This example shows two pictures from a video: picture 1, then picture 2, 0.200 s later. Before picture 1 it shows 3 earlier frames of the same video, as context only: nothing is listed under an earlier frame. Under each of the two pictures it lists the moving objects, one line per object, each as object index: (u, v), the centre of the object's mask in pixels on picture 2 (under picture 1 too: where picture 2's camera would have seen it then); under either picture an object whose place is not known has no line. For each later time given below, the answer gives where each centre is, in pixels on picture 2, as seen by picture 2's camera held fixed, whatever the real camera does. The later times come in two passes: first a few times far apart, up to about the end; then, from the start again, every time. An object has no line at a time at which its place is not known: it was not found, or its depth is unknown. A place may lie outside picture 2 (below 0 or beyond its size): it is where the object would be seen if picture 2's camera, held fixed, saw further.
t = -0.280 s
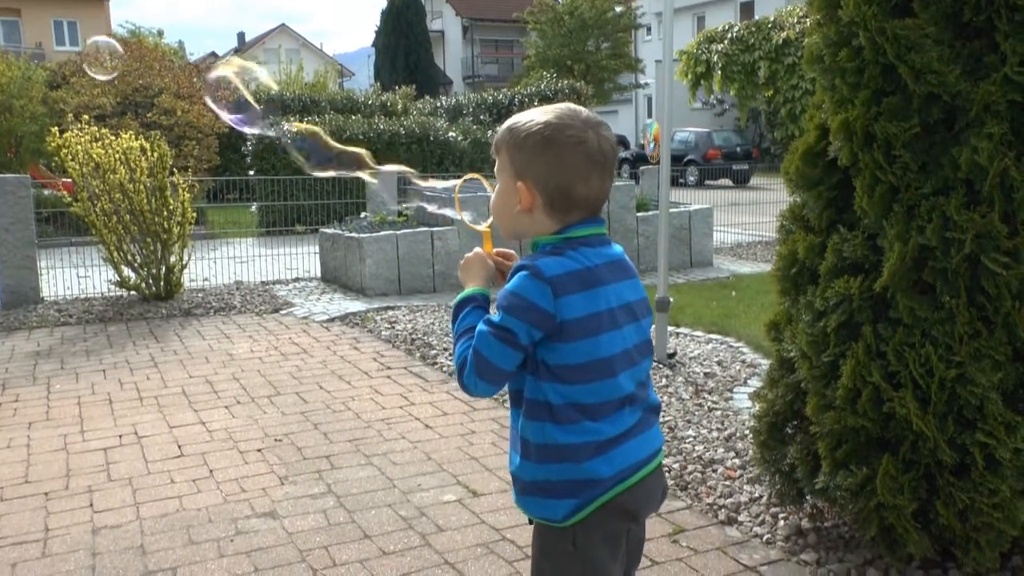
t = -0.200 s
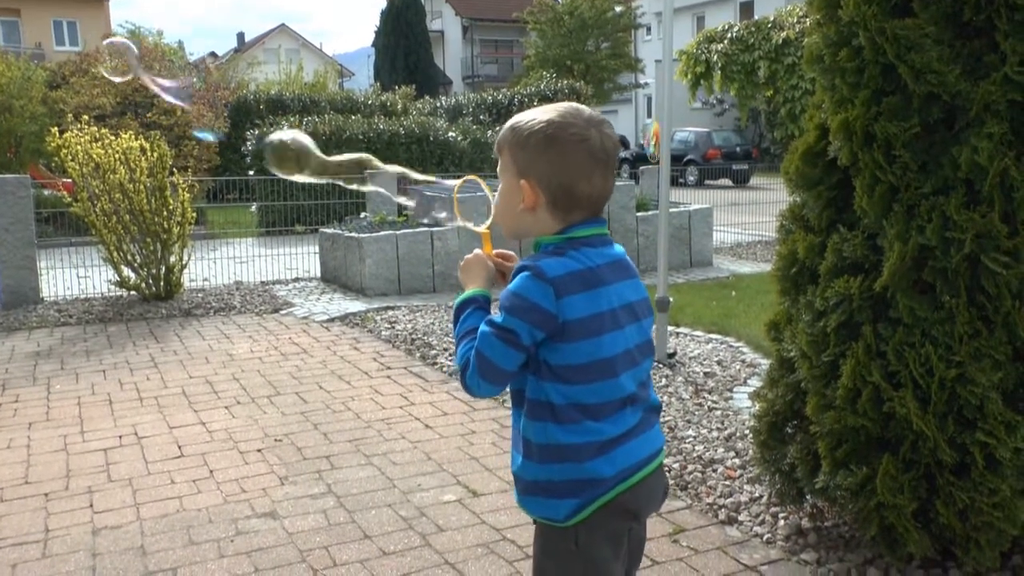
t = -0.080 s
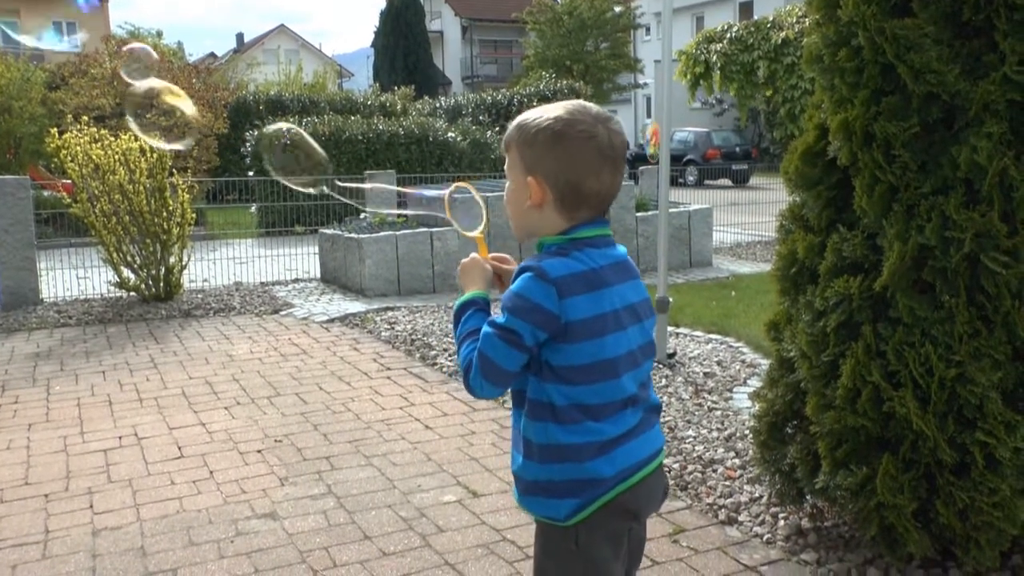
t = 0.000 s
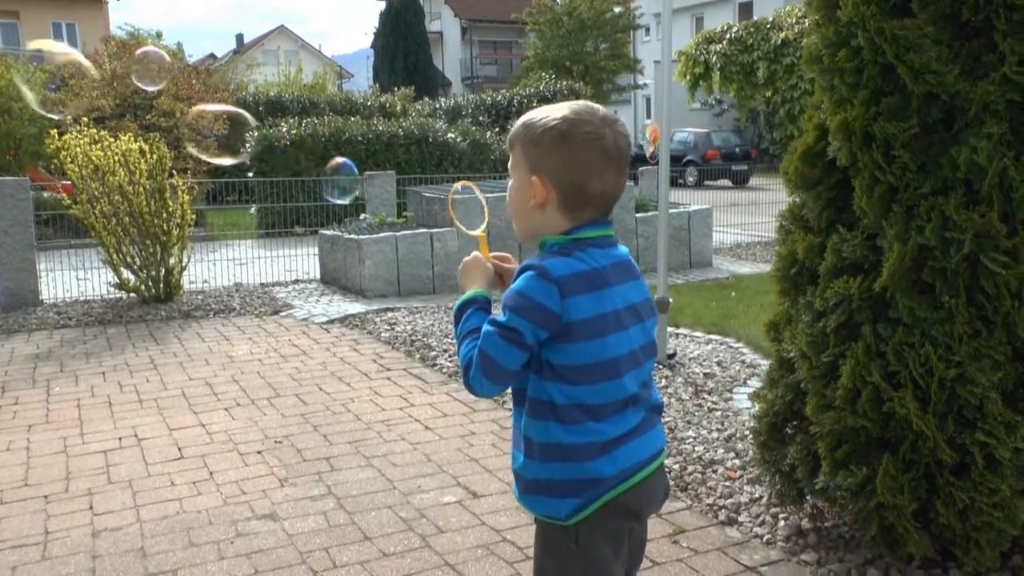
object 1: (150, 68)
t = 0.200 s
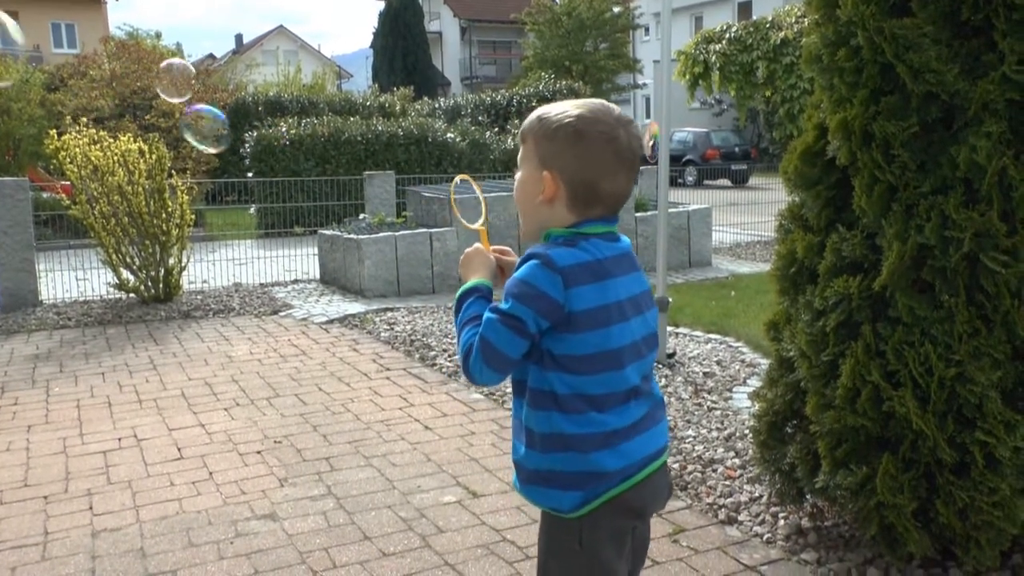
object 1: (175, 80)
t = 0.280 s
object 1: (186, 87)
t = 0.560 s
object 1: (222, 108)
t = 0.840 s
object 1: (250, 120)
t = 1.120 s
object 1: (264, 118)
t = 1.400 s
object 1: (252, 103)
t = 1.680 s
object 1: (198, 84)
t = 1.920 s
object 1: (113, 63)
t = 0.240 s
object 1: (180, 77)
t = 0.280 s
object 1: (186, 87)
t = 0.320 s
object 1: (190, 90)
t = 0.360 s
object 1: (196, 93)
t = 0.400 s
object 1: (200, 97)
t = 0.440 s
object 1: (205, 100)
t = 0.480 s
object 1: (211, 103)
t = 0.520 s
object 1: (216, 105)
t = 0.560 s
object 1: (222, 108)
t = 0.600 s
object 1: (226, 110)
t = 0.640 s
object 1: (232, 113)
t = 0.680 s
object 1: (235, 114)
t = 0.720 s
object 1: (240, 116)
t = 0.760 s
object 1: (244, 118)
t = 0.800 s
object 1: (247, 119)
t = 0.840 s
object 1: (250, 120)
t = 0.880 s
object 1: (253, 121)
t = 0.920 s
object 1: (255, 122)
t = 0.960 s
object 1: (258, 122)
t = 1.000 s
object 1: (260, 121)
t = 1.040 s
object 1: (261, 121)
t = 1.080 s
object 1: (263, 120)
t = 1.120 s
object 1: (264, 118)
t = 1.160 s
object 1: (264, 117)
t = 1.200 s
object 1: (264, 115)
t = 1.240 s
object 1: (263, 112)
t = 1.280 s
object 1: (262, 111)
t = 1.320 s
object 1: (260, 108)
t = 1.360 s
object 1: (257, 106)
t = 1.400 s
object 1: (252, 103)
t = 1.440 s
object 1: (249, 101)
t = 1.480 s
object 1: (241, 98)
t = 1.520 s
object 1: (234, 96)
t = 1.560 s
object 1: (226, 93)
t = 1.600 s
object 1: (218, 90)
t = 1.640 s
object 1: (208, 86)
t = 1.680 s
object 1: (198, 84)
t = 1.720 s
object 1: (185, 79)
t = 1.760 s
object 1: (172, 76)
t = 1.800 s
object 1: (157, 71)
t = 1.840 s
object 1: (145, 65)
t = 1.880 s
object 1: (128, 62)
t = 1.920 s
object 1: (113, 63)
